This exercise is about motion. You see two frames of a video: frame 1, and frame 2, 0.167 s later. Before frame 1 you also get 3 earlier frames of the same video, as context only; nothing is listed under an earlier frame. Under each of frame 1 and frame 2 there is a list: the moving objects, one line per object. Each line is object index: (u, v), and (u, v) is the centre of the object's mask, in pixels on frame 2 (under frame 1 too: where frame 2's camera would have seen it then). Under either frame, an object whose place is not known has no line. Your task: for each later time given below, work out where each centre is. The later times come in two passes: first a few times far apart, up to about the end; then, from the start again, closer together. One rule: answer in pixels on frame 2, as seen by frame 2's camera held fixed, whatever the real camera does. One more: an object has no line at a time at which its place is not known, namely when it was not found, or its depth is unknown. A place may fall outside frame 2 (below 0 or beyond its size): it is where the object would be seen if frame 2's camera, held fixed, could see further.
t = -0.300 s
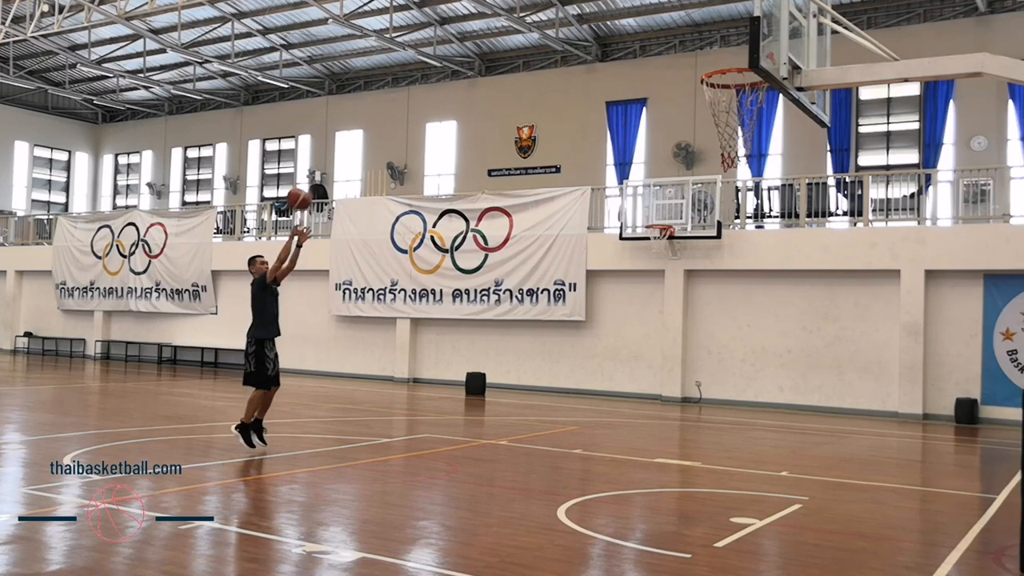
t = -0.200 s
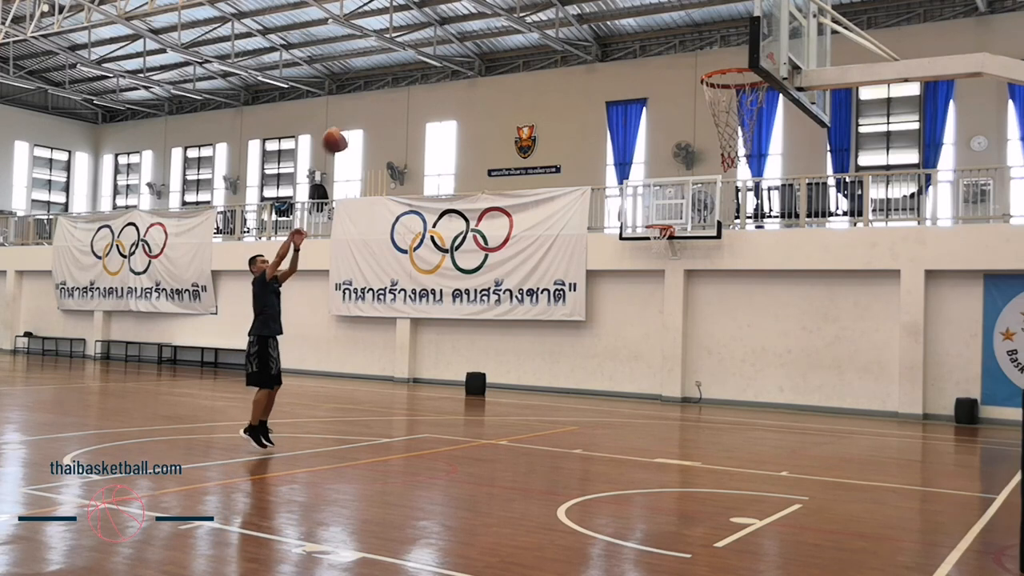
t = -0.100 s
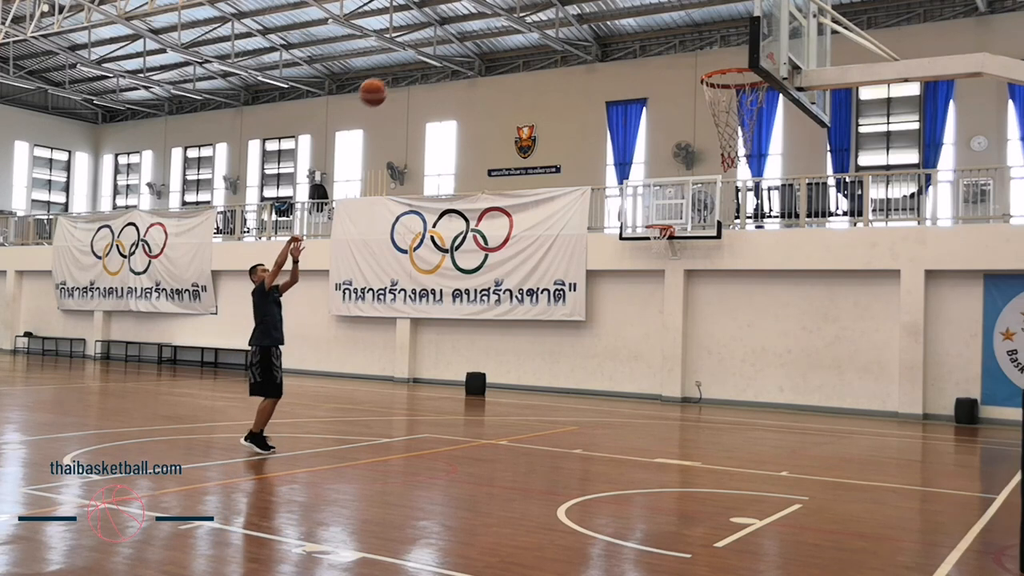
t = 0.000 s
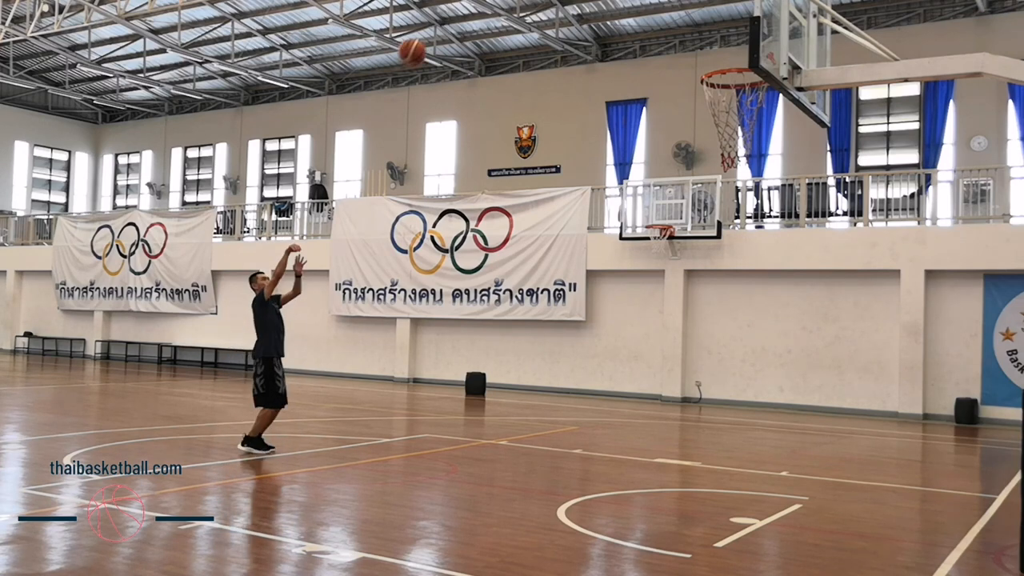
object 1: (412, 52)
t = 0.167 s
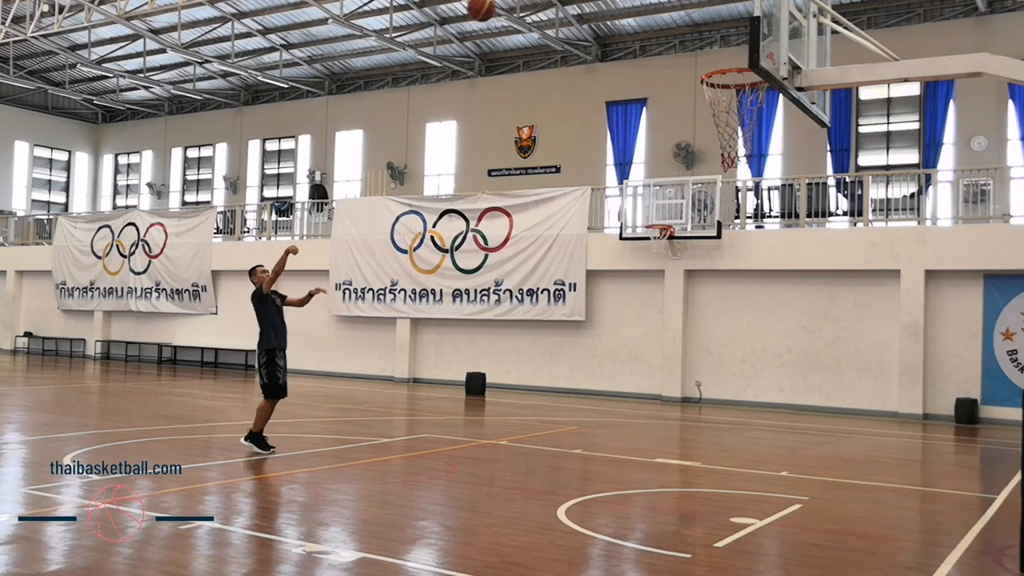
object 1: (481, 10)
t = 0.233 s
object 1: (510, 5)
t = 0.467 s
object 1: (618, 7)
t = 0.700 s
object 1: (742, 86)
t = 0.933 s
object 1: (764, 118)
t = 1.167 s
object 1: (751, 185)
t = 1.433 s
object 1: (735, 359)
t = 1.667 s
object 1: (715, 436)
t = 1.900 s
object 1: (682, 296)
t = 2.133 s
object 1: (649, 234)
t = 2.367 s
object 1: (616, 245)
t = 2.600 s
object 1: (583, 323)
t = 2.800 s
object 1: (555, 444)
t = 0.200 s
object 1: (496, 7)
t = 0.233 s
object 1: (510, 5)
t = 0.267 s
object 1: (525, 3)
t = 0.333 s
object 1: (554, 3)
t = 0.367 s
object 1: (569, 3)
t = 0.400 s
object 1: (585, 4)
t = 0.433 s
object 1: (602, 5)
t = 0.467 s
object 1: (618, 7)
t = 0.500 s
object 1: (635, 11)
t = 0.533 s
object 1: (652, 16)
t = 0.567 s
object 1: (669, 26)
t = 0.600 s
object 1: (686, 38)
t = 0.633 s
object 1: (703, 51)
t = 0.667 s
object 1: (721, 60)
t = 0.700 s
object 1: (742, 86)
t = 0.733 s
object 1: (759, 100)
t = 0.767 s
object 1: (768, 110)
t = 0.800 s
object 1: (769, 111)
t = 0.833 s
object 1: (769, 111)
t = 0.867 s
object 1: (767, 111)
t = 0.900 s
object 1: (767, 113)
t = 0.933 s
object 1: (764, 118)
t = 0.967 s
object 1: (762, 123)
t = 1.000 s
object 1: (759, 130)
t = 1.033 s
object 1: (758, 138)
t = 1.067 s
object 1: (757, 146)
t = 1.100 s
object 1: (755, 158)
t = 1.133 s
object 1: (753, 170)
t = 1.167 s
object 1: (751, 185)
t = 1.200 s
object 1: (749, 202)
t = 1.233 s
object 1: (747, 220)
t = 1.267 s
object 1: (745, 239)
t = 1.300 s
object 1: (743, 259)
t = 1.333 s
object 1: (741, 281)
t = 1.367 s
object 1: (739, 306)
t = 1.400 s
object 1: (737, 332)
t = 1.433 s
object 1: (735, 359)
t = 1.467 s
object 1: (733, 388)
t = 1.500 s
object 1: (731, 419)
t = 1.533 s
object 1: (729, 451)
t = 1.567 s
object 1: (727, 486)
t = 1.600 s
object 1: (723, 491)
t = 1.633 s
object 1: (719, 462)
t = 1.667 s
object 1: (715, 436)
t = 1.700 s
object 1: (710, 411)
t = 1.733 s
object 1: (705, 387)
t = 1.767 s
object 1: (701, 366)
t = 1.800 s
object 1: (696, 346)
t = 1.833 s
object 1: (691, 328)
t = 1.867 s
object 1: (686, 311)
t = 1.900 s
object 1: (682, 296)
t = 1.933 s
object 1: (677, 283)
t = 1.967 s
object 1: (672, 271)
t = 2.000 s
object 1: (668, 260)
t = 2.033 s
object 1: (663, 252)
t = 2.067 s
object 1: (659, 244)
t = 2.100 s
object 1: (654, 239)
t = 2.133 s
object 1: (649, 234)
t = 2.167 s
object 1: (645, 232)
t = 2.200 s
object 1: (640, 231)
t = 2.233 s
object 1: (635, 230)
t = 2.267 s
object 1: (631, 232)
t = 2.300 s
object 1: (626, 235)
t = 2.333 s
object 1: (621, 239)
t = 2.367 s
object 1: (616, 245)
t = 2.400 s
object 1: (612, 251)
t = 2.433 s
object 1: (607, 260)
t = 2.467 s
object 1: (602, 270)
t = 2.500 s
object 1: (597, 282)
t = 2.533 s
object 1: (593, 294)
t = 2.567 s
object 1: (588, 308)
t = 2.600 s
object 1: (583, 323)
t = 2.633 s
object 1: (579, 339)
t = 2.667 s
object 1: (574, 358)
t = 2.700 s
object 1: (570, 377)
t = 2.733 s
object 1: (565, 398)
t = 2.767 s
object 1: (560, 420)
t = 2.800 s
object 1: (555, 444)
